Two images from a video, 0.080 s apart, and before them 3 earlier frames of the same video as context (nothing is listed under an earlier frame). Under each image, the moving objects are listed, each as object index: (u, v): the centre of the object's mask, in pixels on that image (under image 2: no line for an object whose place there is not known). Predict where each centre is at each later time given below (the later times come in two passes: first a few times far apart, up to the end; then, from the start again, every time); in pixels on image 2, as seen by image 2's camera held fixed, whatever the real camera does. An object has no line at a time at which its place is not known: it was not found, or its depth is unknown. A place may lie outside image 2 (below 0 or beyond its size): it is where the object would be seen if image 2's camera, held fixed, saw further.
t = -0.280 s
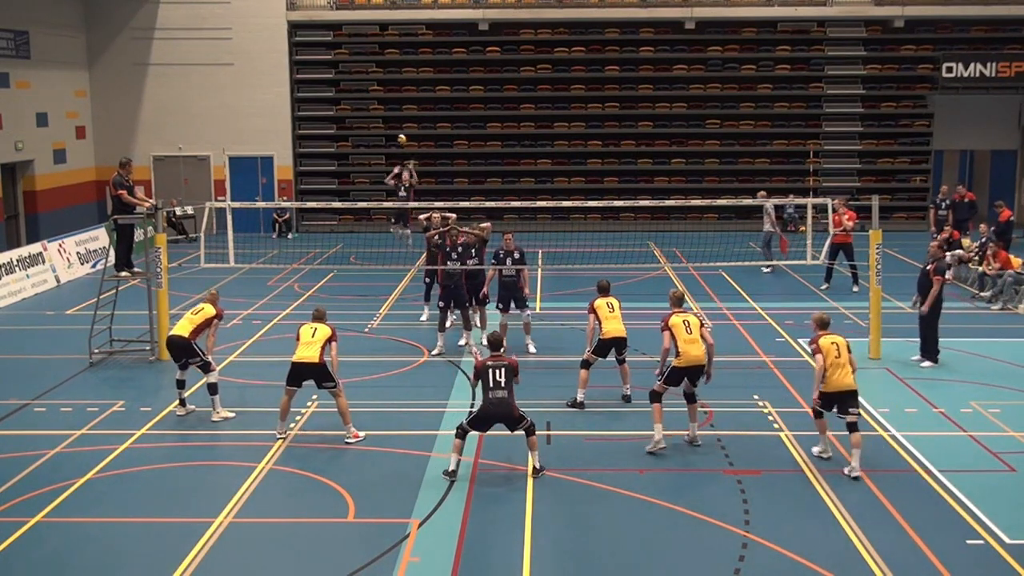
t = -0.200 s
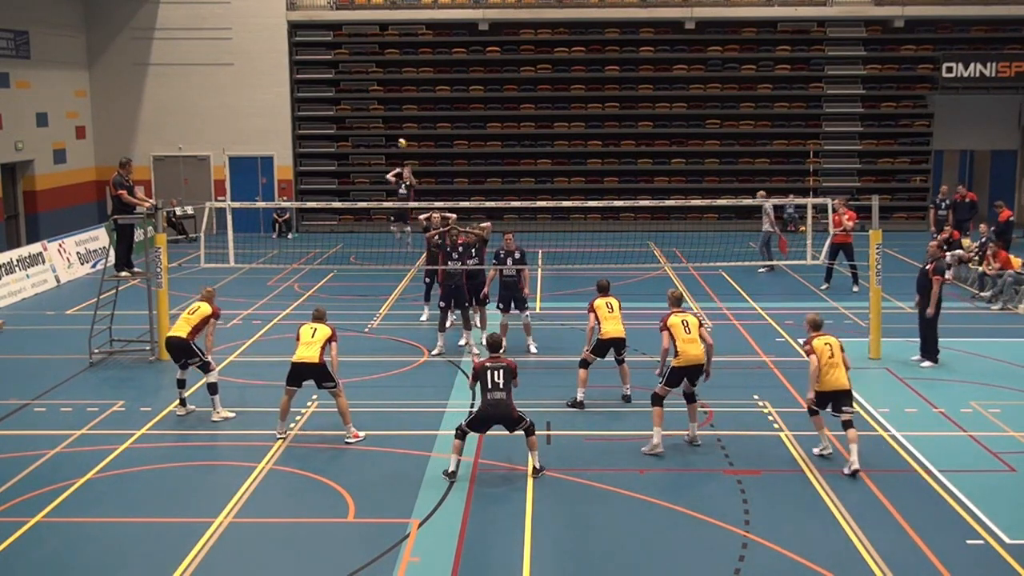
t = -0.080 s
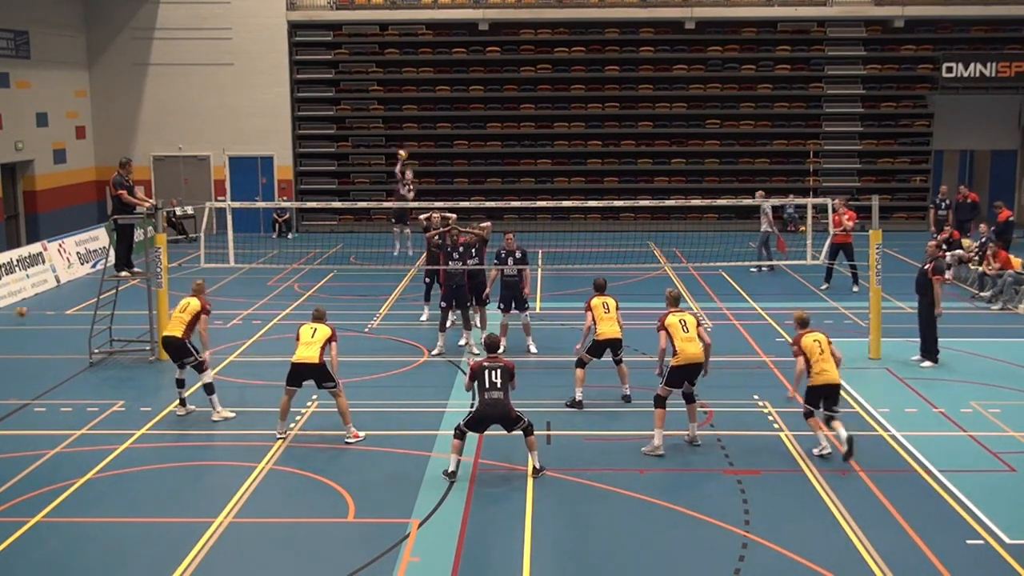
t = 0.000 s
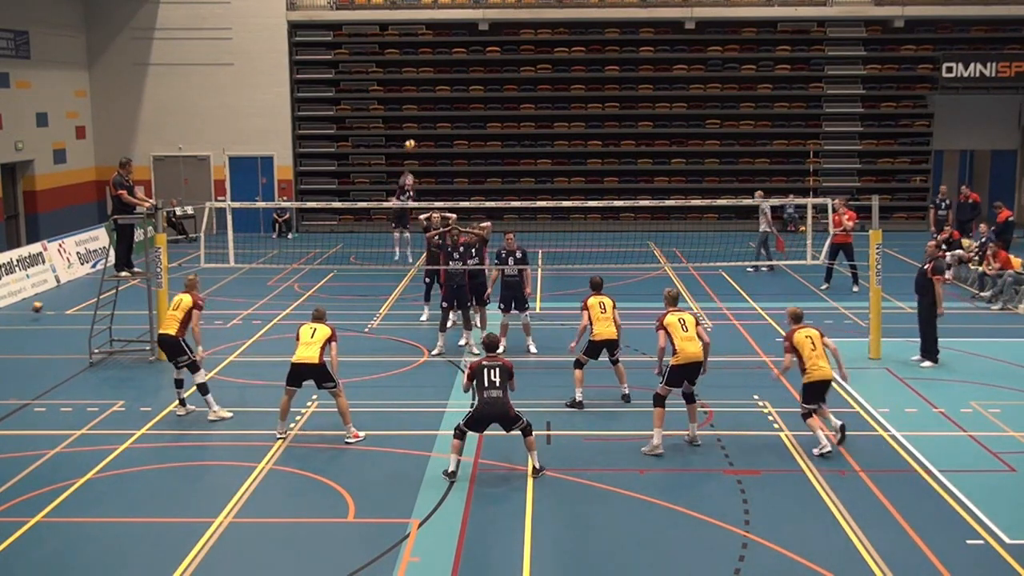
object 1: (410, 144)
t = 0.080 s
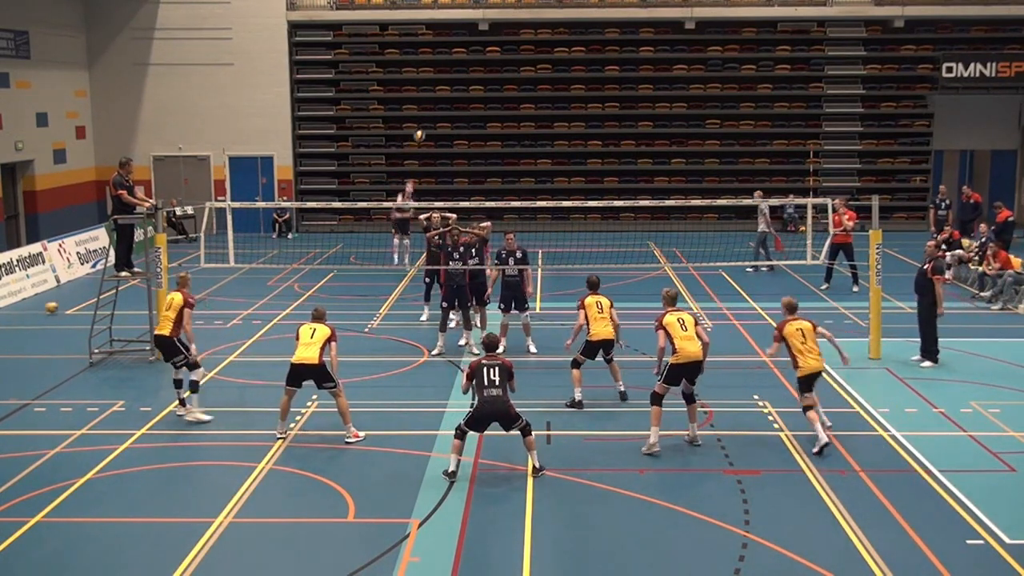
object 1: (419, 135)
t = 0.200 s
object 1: (435, 127)
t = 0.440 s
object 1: (473, 134)
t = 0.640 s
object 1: (515, 168)
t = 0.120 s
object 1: (424, 132)
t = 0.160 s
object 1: (429, 129)
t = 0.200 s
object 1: (435, 127)
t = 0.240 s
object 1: (443, 126)
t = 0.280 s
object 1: (447, 125)
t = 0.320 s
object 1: (454, 125)
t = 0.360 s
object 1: (460, 127)
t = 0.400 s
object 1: (467, 130)
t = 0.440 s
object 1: (473, 134)
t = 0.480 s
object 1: (481, 138)
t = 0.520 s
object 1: (490, 144)
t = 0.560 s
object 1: (501, 150)
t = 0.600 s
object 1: (508, 158)
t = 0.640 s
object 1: (515, 168)
